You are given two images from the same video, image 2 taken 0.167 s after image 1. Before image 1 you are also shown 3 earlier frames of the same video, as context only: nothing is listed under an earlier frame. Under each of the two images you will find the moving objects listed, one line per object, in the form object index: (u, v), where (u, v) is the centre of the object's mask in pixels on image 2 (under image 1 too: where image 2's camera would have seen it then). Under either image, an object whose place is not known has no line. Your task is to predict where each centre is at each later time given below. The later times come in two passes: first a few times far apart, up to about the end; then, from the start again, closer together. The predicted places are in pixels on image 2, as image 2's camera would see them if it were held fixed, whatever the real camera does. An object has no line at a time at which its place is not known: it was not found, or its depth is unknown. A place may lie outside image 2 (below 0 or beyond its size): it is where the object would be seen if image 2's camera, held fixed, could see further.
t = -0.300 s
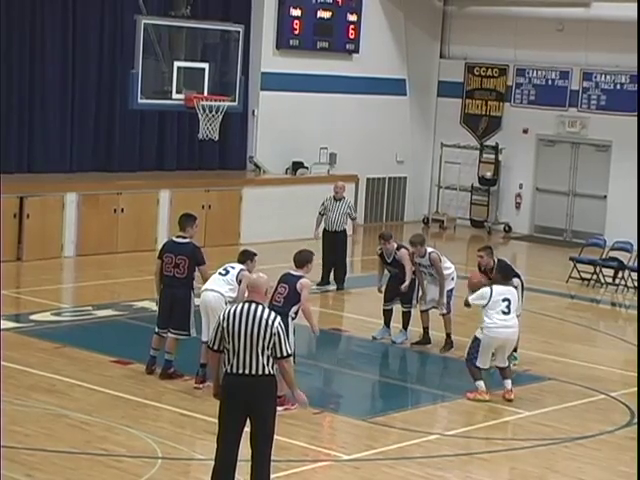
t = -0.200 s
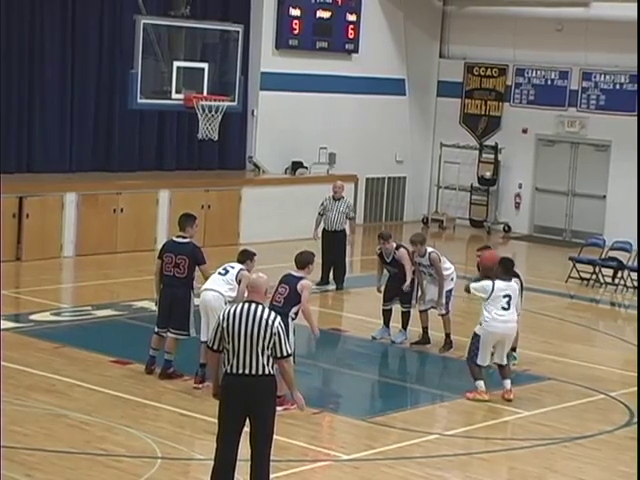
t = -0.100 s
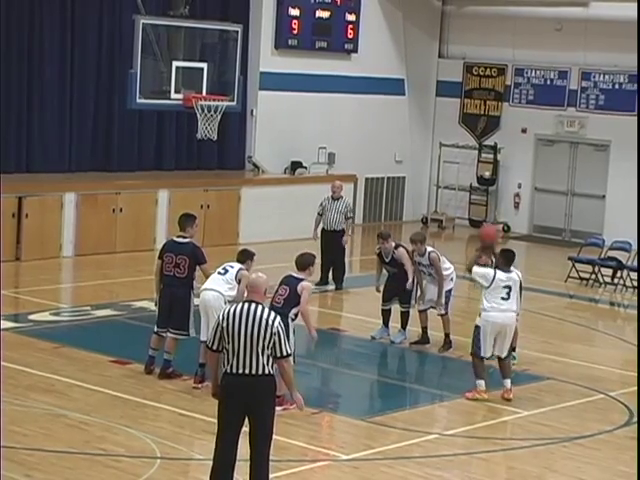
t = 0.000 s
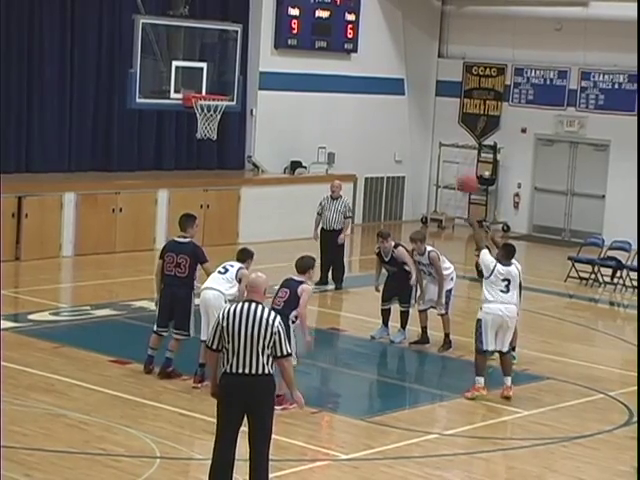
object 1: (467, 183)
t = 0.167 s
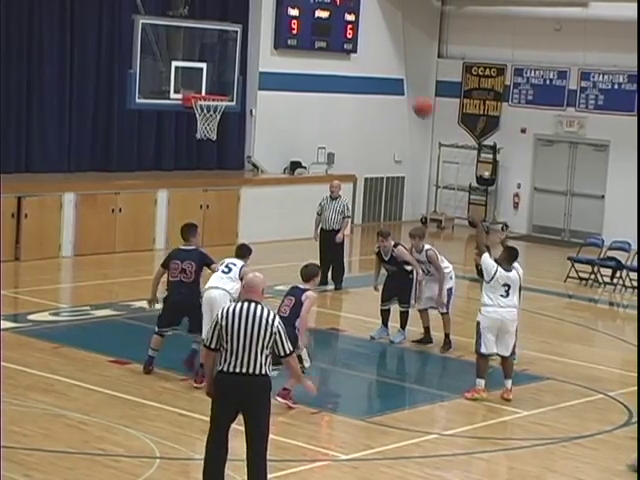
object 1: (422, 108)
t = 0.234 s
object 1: (406, 84)
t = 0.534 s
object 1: (328, 30)
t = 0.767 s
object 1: (271, 41)
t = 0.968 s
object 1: (222, 84)
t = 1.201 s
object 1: (181, 54)
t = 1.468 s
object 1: (162, 53)
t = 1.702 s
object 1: (147, 96)
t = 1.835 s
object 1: (137, 142)
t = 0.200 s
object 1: (414, 95)
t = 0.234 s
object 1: (406, 84)
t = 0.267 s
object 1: (397, 74)
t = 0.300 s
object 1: (388, 66)
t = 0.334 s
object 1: (379, 58)
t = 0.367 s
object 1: (370, 51)
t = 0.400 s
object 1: (362, 45)
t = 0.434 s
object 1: (354, 40)
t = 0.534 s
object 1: (328, 30)
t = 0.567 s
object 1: (321, 29)
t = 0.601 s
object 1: (312, 29)
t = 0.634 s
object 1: (305, 30)
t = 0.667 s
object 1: (296, 30)
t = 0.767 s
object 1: (271, 41)
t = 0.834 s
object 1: (253, 53)
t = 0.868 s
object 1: (246, 58)
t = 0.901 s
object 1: (237, 65)
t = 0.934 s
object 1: (230, 73)
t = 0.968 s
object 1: (222, 84)
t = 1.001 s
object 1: (215, 87)
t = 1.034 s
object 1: (210, 80)
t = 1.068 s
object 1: (203, 72)
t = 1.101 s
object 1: (200, 65)
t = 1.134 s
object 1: (193, 62)
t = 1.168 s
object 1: (187, 56)
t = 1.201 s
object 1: (181, 54)
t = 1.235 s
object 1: (176, 51)
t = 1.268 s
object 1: (173, 49)
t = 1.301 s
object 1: (171, 47)
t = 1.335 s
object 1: (169, 47)
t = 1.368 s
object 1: (168, 47)
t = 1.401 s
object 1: (166, 48)
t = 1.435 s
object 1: (165, 49)
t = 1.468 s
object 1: (162, 53)
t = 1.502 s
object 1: (160, 55)
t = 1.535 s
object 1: (158, 60)
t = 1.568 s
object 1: (155, 65)
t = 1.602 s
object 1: (154, 71)
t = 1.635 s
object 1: (151, 79)
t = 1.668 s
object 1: (149, 87)
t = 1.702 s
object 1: (147, 96)
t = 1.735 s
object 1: (144, 107)
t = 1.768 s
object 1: (142, 118)
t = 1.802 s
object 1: (140, 130)
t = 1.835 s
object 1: (137, 142)
